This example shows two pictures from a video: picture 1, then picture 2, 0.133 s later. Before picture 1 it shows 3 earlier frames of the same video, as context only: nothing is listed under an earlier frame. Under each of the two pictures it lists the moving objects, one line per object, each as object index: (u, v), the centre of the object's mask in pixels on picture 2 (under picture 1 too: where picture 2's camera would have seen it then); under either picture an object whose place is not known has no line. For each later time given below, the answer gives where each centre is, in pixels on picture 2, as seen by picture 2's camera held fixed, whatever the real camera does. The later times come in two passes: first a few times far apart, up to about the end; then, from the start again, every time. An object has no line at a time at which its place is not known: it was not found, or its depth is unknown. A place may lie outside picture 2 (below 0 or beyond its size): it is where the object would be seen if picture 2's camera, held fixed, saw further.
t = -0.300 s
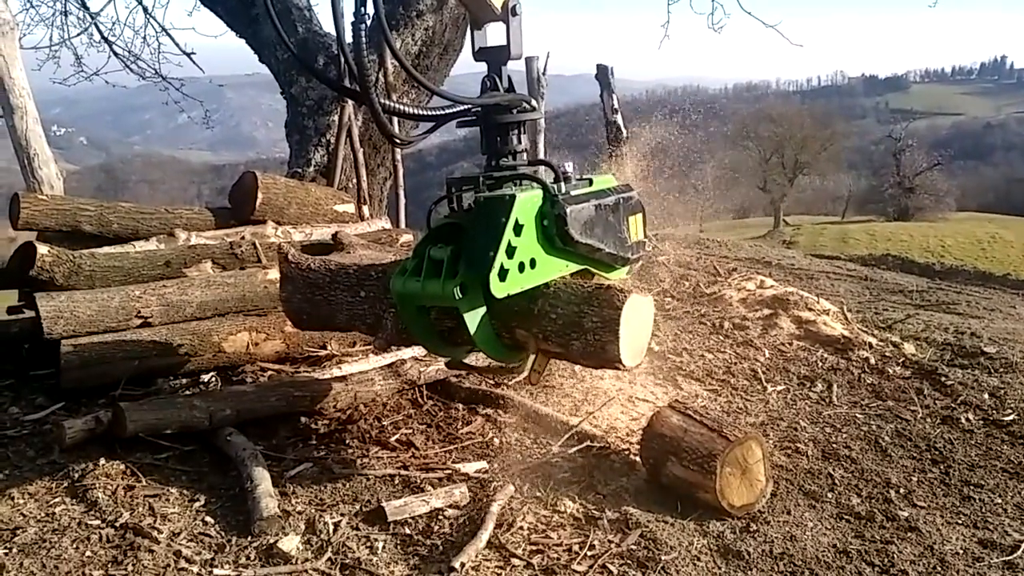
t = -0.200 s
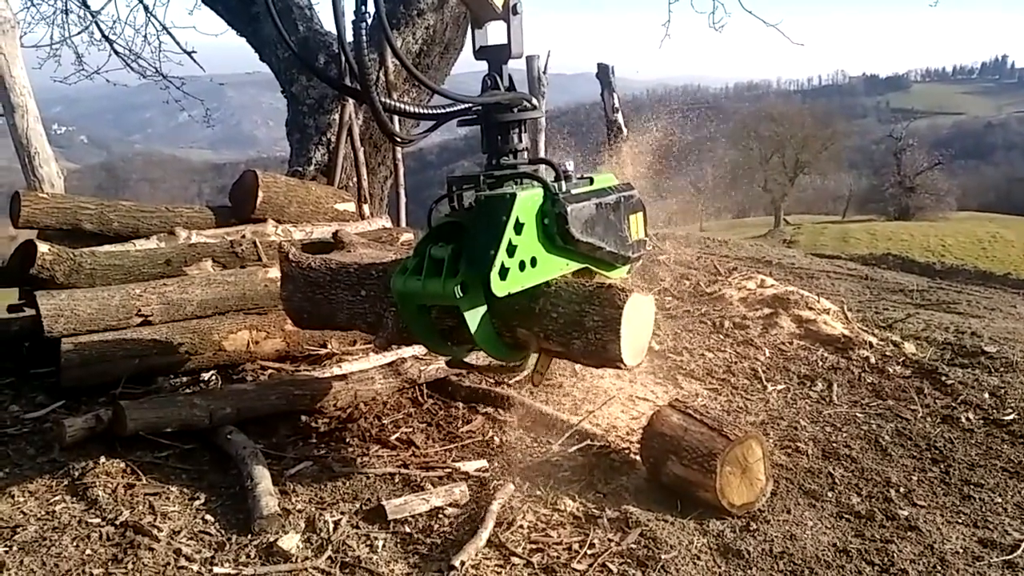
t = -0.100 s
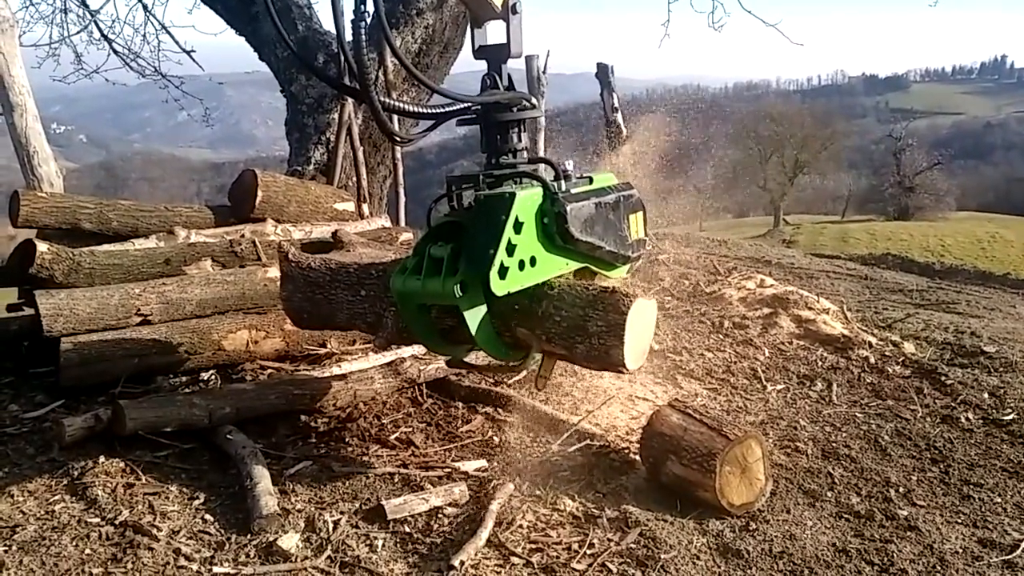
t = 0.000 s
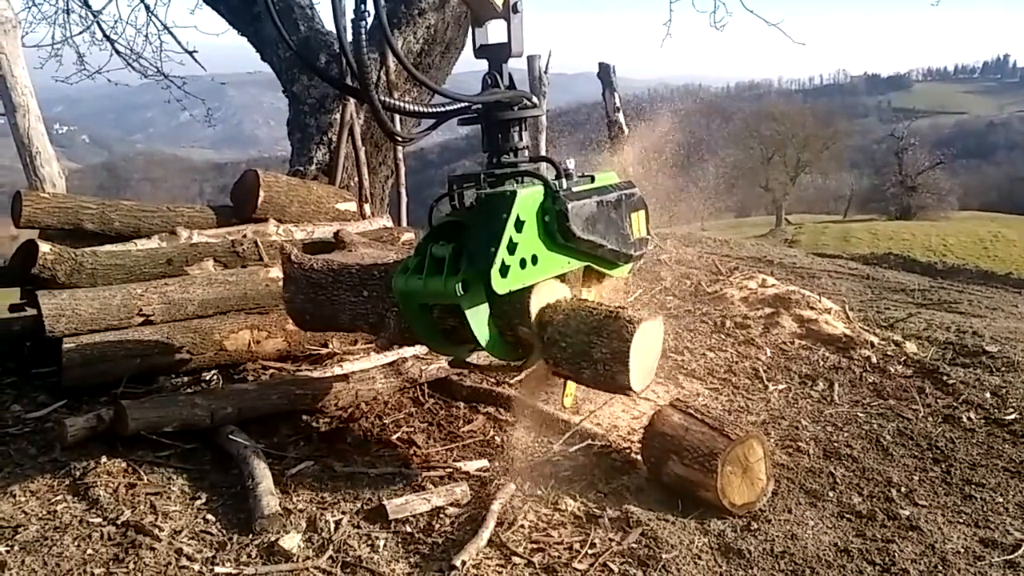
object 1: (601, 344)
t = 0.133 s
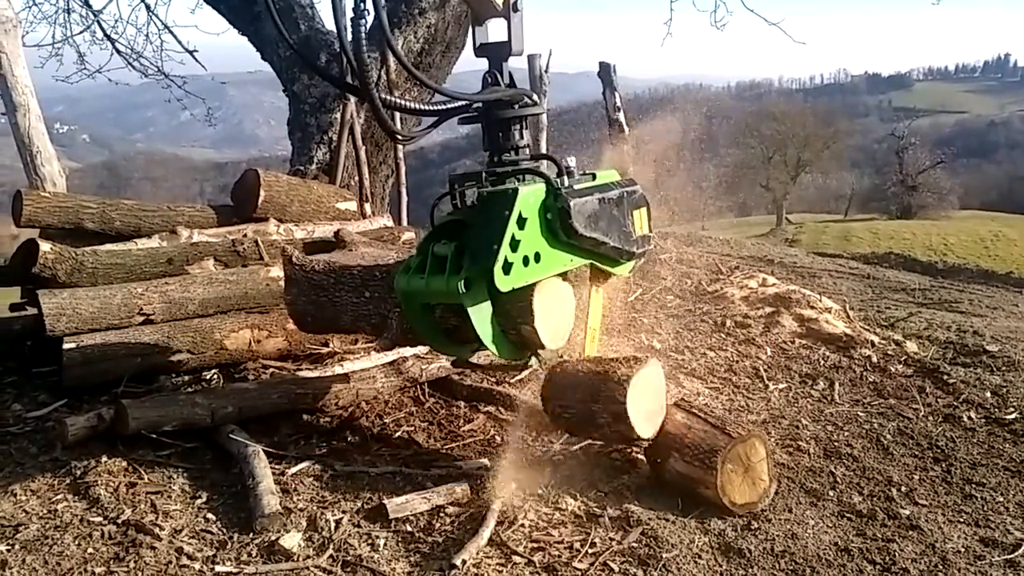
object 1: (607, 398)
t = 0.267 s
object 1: (604, 444)
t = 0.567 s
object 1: (580, 448)
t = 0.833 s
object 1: (581, 450)
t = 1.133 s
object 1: (591, 448)
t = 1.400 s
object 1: (607, 444)
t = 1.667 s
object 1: (603, 446)
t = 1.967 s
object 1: (603, 445)
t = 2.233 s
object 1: (604, 446)
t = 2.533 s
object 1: (604, 446)
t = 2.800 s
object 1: (604, 446)
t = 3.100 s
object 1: (604, 446)
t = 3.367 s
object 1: (604, 446)
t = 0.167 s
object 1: (605, 408)
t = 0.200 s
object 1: (604, 424)
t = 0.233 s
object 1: (604, 438)
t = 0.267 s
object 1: (604, 444)
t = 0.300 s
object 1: (600, 449)
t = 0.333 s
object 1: (599, 450)
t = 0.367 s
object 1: (597, 447)
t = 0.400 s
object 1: (594, 447)
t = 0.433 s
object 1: (591, 447)
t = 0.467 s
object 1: (589, 447)
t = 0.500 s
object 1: (586, 448)
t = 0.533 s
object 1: (583, 448)
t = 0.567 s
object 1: (580, 448)
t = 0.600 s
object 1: (578, 448)
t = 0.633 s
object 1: (576, 449)
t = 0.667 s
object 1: (575, 450)
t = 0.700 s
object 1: (577, 451)
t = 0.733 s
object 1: (578, 451)
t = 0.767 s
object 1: (579, 451)
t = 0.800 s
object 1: (580, 450)
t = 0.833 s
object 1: (581, 450)
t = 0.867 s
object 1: (582, 450)
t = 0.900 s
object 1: (581, 450)
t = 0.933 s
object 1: (582, 450)
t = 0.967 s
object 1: (581, 450)
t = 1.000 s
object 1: (582, 447)
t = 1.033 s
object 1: (584, 446)
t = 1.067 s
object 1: (586, 446)
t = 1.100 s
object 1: (588, 447)
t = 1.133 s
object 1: (591, 448)
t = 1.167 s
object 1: (593, 449)
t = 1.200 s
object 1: (596, 449)
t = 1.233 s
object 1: (599, 449)
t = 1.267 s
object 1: (601, 449)
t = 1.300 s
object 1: (603, 447)
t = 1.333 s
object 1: (605, 446)
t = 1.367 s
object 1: (607, 445)
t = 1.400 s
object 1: (607, 444)
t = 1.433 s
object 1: (606, 444)
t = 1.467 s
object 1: (606, 444)
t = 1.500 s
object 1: (605, 444)
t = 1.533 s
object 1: (604, 444)
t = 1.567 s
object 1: (604, 445)
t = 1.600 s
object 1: (604, 445)
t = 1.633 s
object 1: (603, 446)
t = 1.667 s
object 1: (603, 446)
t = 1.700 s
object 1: (603, 446)
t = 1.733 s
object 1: (603, 446)
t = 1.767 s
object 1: (603, 446)
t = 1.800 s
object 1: (604, 446)
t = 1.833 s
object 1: (603, 446)
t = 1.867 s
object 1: (603, 445)
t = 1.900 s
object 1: (604, 445)
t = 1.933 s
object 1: (604, 446)
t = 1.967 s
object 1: (603, 445)
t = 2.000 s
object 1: (604, 446)
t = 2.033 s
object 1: (603, 445)
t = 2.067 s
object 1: (603, 445)
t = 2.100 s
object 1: (604, 446)
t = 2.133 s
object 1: (604, 446)
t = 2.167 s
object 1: (604, 446)
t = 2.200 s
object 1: (604, 446)
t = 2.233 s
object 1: (604, 446)
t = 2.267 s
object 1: (603, 446)
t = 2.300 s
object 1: (603, 446)
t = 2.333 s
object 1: (604, 446)
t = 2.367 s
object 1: (604, 446)
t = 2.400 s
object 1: (604, 446)
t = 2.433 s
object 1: (603, 446)
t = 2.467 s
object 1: (603, 446)
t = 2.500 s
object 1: (604, 446)
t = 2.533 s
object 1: (604, 446)
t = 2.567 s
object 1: (603, 446)
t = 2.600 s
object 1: (603, 446)
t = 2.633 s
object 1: (603, 446)
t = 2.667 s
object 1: (604, 446)
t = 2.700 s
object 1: (603, 446)
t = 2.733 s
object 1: (603, 446)
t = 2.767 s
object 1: (603, 446)
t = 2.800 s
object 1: (604, 446)
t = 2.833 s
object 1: (604, 446)
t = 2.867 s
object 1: (603, 446)
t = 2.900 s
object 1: (603, 446)
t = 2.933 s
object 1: (603, 446)
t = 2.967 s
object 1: (603, 446)
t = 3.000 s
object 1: (603, 446)
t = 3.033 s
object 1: (604, 445)
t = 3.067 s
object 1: (604, 445)
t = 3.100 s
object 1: (604, 446)
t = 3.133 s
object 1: (604, 446)
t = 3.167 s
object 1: (604, 446)
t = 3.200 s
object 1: (604, 446)
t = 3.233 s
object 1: (604, 446)
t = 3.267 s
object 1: (604, 446)
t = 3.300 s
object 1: (604, 446)
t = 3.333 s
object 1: (604, 446)
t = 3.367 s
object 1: (604, 446)
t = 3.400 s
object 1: (604, 446)
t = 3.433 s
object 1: (604, 446)
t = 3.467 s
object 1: (604, 446)
